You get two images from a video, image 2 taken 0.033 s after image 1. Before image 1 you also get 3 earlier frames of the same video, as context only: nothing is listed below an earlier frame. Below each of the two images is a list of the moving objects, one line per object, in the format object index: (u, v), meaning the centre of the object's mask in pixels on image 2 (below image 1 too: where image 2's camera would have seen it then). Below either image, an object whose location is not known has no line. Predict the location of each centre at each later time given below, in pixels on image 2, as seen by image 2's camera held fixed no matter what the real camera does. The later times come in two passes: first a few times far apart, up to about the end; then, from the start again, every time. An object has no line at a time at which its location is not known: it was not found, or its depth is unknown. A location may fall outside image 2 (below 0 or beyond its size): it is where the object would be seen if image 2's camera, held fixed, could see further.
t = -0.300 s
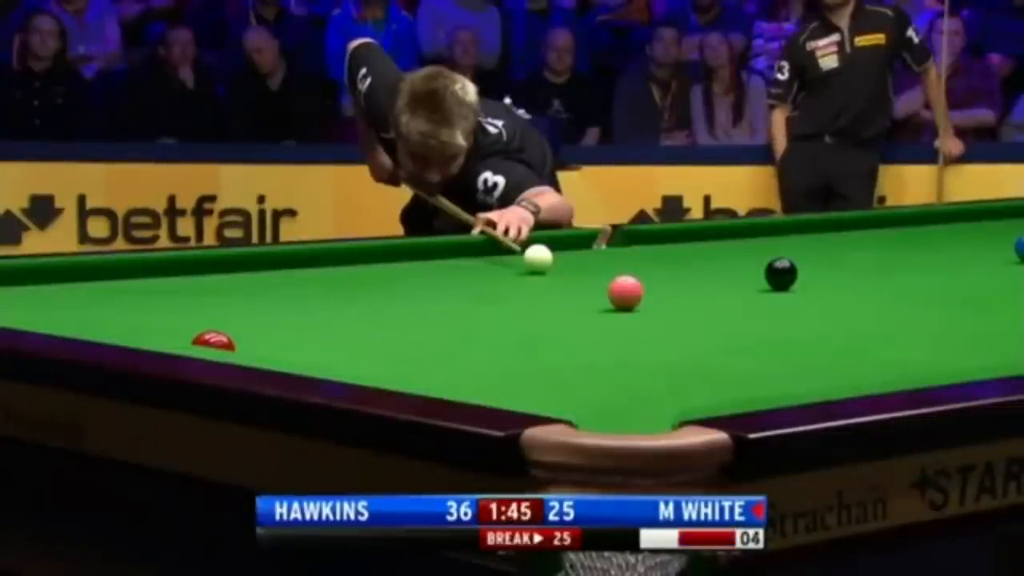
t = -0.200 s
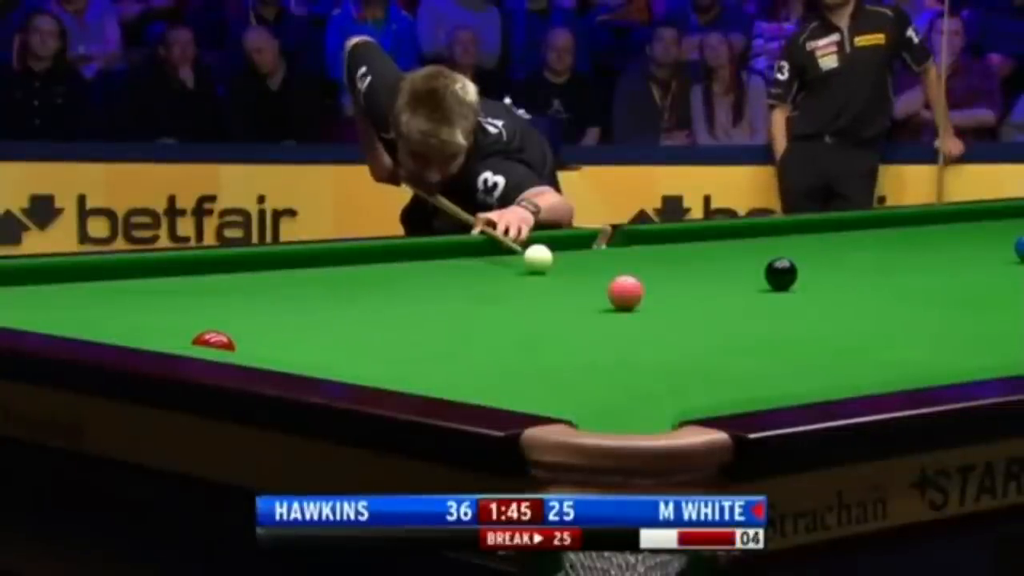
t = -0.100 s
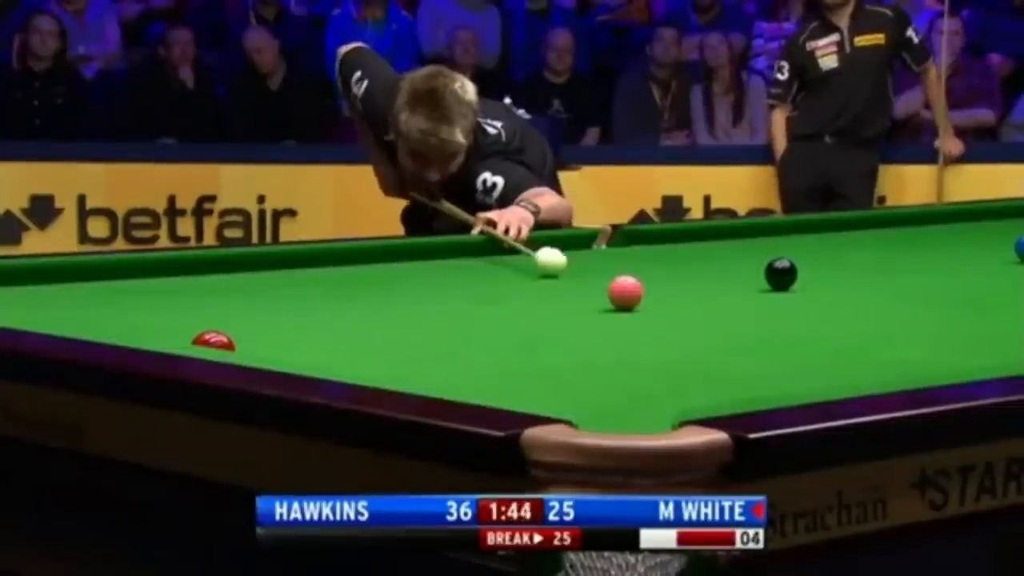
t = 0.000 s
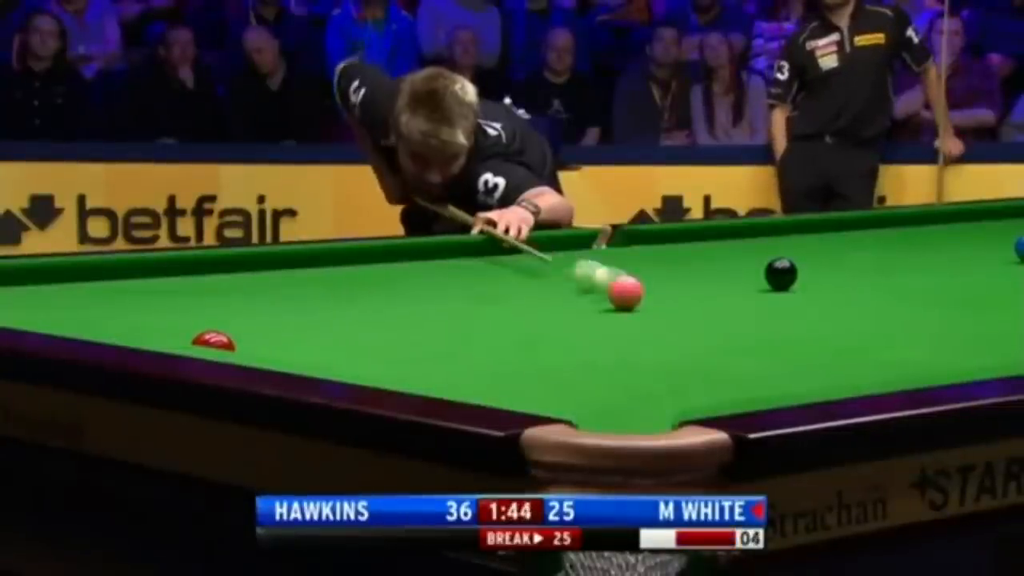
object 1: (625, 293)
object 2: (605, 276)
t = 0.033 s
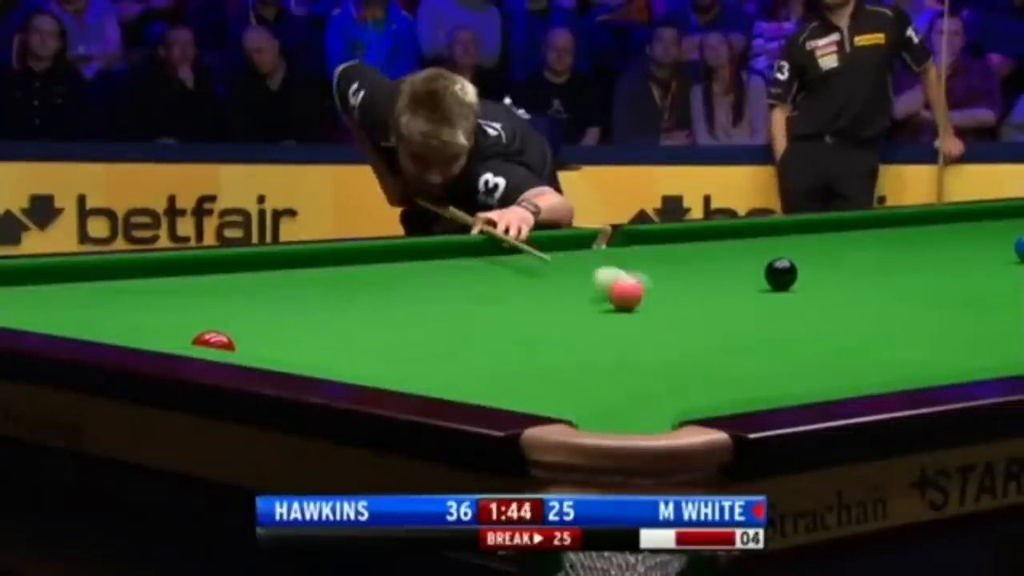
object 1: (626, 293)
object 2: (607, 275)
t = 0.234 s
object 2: (709, 290)
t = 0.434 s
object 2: (797, 294)
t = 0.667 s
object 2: (905, 298)
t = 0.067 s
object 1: (626, 296)
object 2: (636, 279)
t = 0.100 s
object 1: (626, 302)
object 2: (654, 285)
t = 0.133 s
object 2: (671, 289)
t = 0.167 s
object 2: (688, 289)
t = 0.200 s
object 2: (698, 290)
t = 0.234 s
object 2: (709, 290)
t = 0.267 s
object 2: (725, 291)
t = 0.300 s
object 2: (742, 291)
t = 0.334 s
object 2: (758, 292)
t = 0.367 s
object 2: (770, 293)
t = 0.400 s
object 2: (787, 293)
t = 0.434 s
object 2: (797, 294)
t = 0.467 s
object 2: (813, 295)
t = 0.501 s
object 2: (832, 296)
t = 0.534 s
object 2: (849, 296)
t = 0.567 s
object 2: (860, 296)
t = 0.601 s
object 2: (877, 296)
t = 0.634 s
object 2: (893, 296)
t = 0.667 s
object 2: (905, 298)
